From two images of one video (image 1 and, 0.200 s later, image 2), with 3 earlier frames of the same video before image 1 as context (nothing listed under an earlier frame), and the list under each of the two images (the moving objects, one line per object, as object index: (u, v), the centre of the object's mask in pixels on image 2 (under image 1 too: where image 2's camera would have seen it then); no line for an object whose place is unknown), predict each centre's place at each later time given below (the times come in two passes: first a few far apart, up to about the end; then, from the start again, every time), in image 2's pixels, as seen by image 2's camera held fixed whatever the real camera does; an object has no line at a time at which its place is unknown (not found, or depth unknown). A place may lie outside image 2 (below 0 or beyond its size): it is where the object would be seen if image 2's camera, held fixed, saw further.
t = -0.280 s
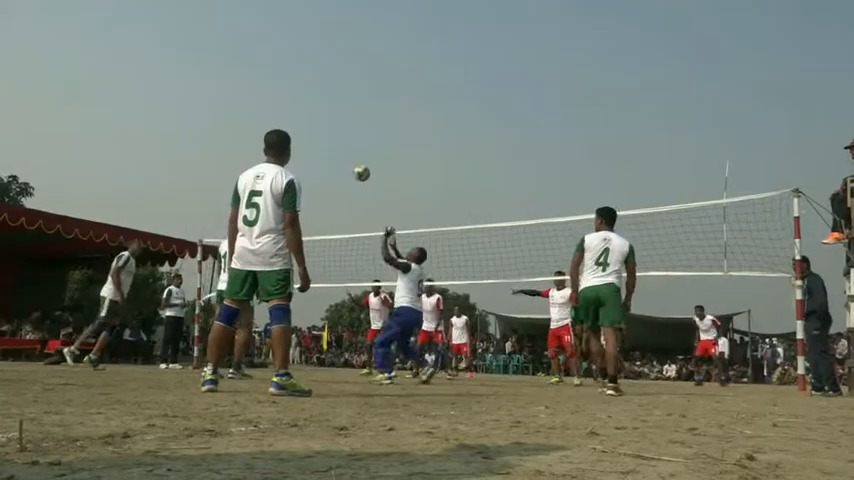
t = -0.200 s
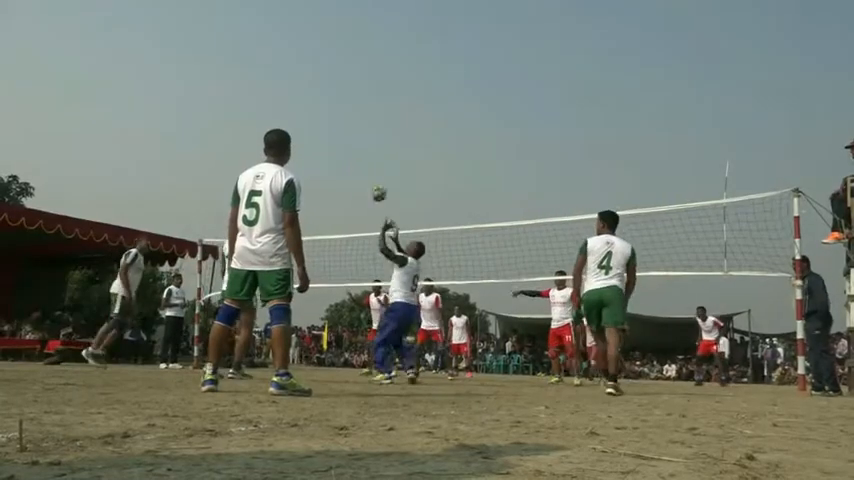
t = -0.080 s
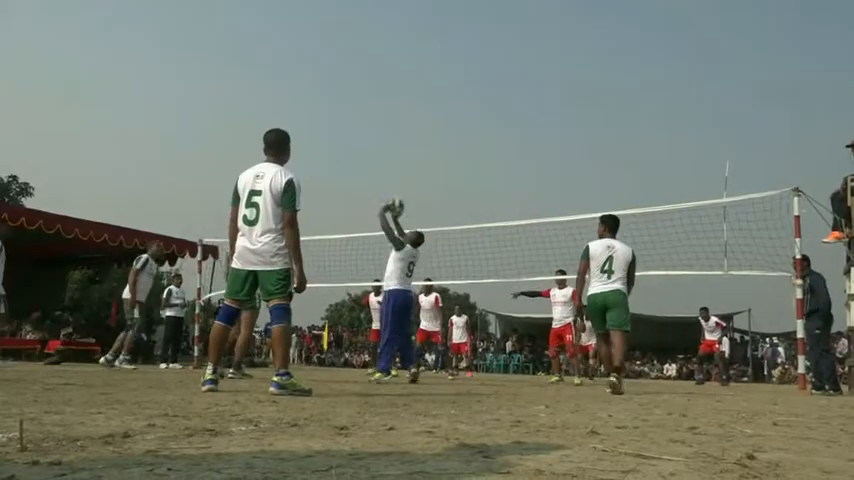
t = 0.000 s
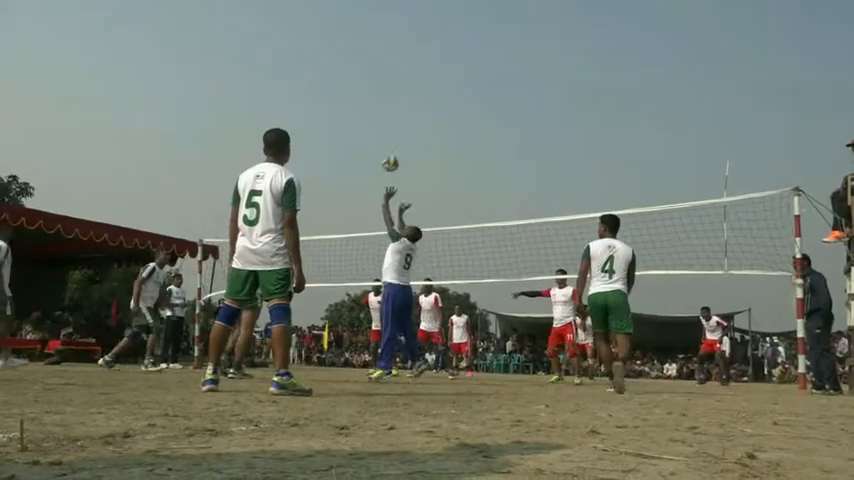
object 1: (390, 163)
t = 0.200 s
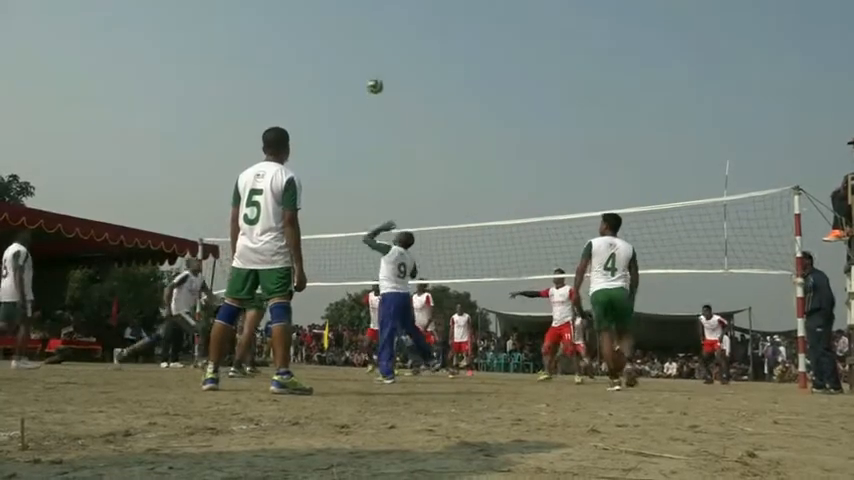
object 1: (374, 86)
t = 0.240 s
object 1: (371, 75)
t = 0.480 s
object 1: (353, 35)
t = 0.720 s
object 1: (334, 32)
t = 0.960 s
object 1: (315, 63)
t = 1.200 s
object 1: (294, 126)
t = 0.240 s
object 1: (371, 75)
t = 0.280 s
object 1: (368, 65)
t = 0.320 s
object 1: (365, 56)
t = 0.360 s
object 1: (362, 49)
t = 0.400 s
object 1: (359, 43)
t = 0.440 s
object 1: (356, 39)
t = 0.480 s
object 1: (353, 35)
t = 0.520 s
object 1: (350, 32)
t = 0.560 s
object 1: (346, 30)
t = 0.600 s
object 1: (343, 29)
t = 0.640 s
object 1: (340, 29)
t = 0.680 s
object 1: (338, 30)
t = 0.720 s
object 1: (334, 32)
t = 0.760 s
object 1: (332, 35)
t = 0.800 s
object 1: (328, 39)
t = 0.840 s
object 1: (325, 44)
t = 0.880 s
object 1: (322, 49)
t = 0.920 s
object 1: (318, 56)
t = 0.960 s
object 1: (315, 63)
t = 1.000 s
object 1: (312, 71)
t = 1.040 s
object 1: (308, 80)
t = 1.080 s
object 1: (304, 90)
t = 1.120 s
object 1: (301, 102)
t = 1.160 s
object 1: (297, 114)
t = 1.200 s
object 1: (294, 126)
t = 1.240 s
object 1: (292, 140)
